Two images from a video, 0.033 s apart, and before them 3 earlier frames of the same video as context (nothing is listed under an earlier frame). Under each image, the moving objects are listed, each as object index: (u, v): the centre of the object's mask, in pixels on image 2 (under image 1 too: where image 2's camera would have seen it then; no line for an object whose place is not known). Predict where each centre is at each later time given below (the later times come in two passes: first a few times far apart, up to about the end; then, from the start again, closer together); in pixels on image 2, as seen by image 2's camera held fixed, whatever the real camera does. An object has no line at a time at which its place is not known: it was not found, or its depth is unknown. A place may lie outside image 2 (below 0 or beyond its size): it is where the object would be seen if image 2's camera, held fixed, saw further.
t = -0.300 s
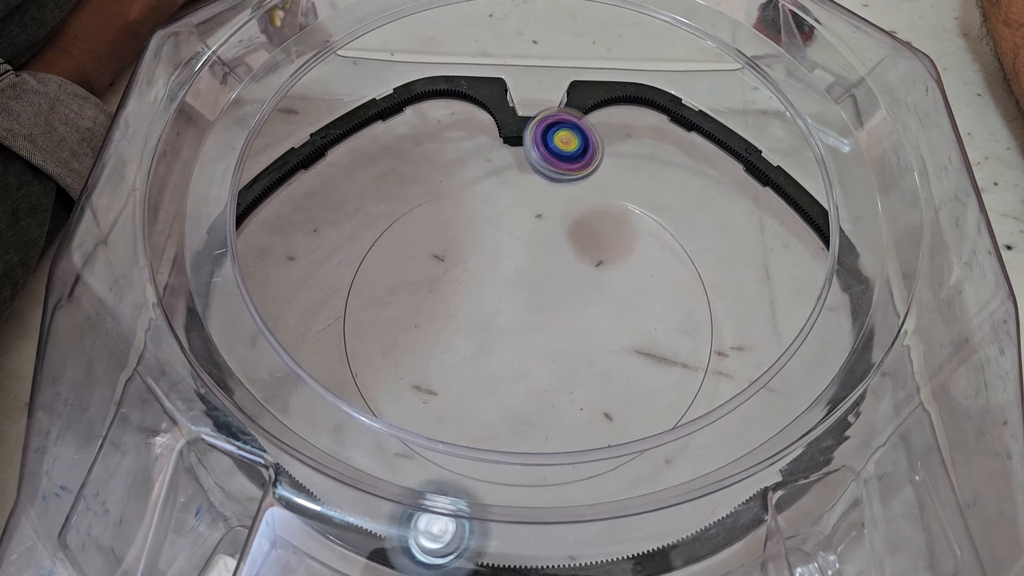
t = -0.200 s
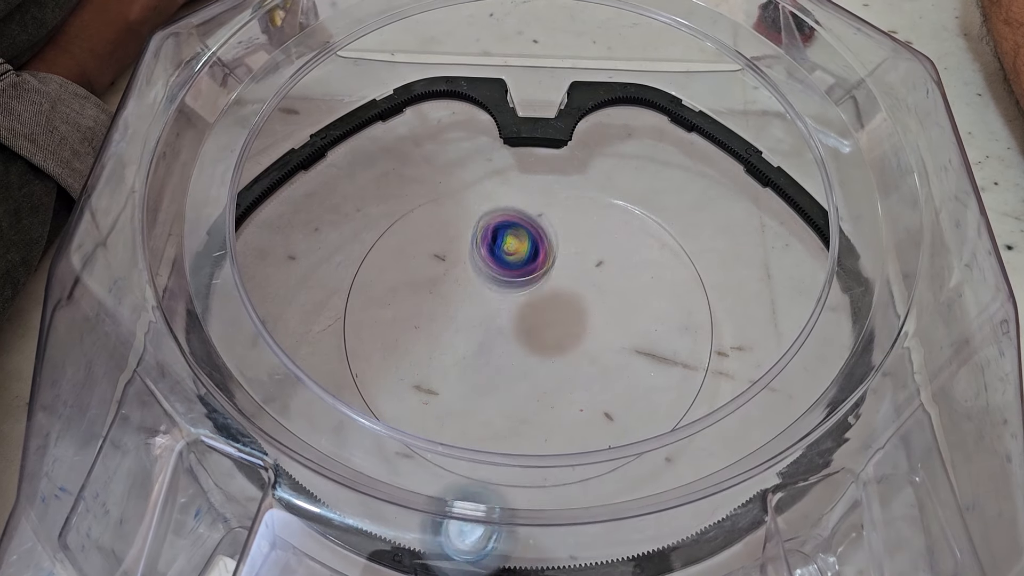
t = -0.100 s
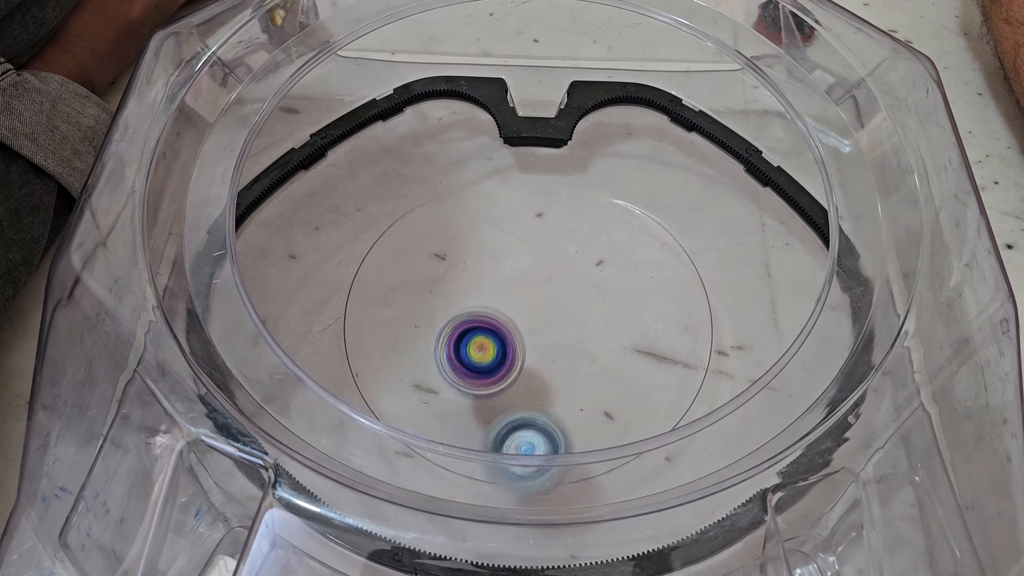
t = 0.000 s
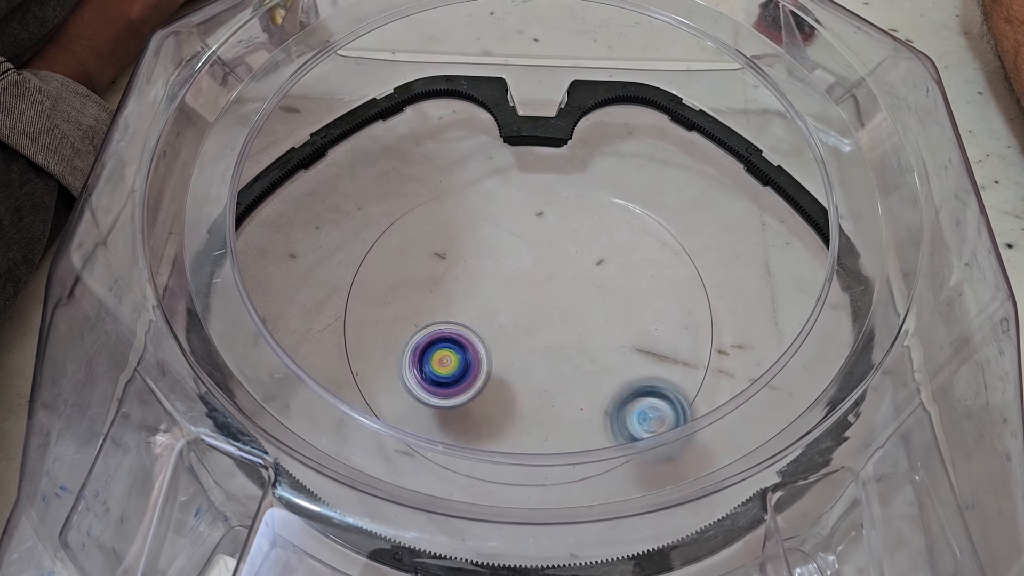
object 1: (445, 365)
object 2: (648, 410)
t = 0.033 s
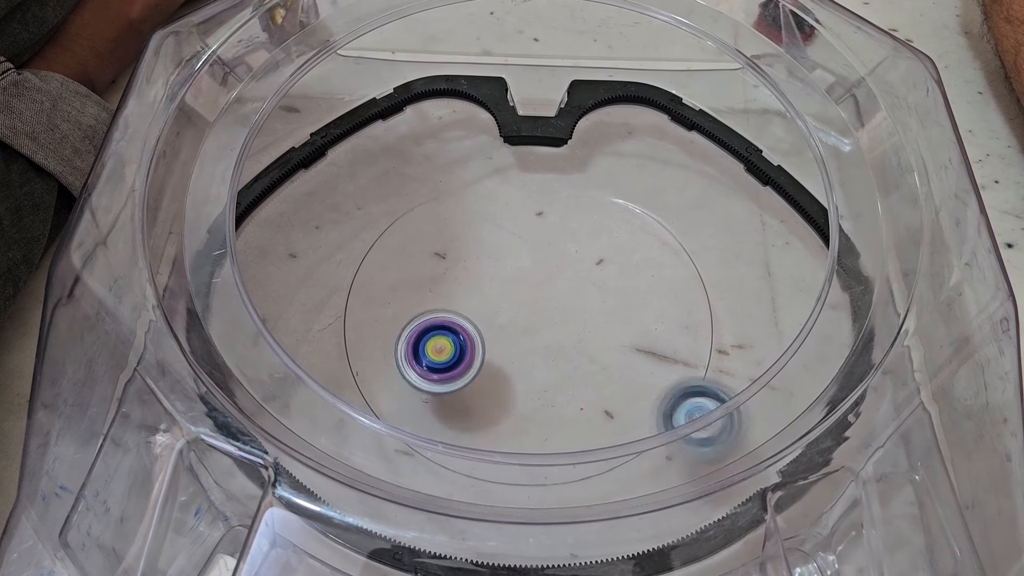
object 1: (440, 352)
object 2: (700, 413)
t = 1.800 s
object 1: (241, 298)
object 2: (356, 266)
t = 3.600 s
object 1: (677, 276)
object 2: (636, 131)
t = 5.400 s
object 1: (688, 176)
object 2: (513, 330)
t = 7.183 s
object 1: (610, 290)
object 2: (526, 387)
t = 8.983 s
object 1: (566, 218)
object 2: (609, 339)
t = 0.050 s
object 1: (440, 346)
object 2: (728, 416)
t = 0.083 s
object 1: (444, 335)
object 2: (773, 417)
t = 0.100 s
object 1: (449, 329)
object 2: (802, 422)
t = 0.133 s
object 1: (460, 320)
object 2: (811, 369)
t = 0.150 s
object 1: (468, 317)
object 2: (808, 337)
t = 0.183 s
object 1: (487, 311)
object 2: (802, 299)
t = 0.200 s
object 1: (498, 310)
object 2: (796, 275)
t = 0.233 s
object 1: (521, 308)
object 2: (797, 233)
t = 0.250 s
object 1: (534, 306)
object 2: (795, 217)
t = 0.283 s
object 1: (558, 300)
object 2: (775, 181)
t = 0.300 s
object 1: (566, 295)
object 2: (739, 168)
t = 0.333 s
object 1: (583, 287)
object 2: (671, 146)
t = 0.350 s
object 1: (592, 282)
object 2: (639, 135)
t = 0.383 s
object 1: (604, 269)
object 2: (579, 116)
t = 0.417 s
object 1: (614, 258)
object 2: (580, 139)
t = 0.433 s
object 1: (617, 250)
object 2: (585, 161)
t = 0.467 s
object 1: (630, 284)
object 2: (582, 166)
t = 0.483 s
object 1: (640, 315)
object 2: (575, 158)
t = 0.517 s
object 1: (658, 365)
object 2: (562, 152)
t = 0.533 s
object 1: (664, 389)
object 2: (554, 150)
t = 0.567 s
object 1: (674, 426)
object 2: (536, 144)
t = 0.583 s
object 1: (674, 442)
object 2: (527, 145)
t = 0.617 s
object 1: (677, 485)
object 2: (507, 157)
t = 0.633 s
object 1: (681, 496)
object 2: (496, 160)
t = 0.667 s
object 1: (680, 491)
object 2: (469, 167)
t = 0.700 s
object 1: (667, 466)
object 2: (442, 185)
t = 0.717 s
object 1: (659, 460)
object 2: (426, 190)
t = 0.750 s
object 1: (651, 448)
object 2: (393, 208)
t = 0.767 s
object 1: (645, 433)
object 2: (382, 217)
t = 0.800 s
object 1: (633, 412)
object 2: (364, 240)
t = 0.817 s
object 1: (628, 410)
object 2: (359, 255)
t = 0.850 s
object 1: (618, 404)
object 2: (351, 287)
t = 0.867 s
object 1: (612, 399)
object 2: (351, 302)
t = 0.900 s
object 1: (598, 389)
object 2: (355, 336)
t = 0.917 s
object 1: (593, 383)
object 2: (361, 351)
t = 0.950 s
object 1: (580, 373)
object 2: (381, 381)
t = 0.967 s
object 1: (574, 368)
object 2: (395, 390)
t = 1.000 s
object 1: (560, 361)
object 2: (427, 409)
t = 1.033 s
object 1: (546, 354)
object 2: (462, 422)
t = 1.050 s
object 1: (539, 353)
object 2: (481, 427)
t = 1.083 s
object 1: (525, 349)
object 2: (523, 433)
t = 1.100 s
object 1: (520, 349)
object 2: (545, 431)
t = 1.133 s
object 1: (507, 349)
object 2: (588, 427)
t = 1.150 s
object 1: (501, 351)
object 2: (607, 423)
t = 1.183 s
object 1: (488, 354)
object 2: (640, 408)
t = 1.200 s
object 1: (481, 356)
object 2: (655, 400)
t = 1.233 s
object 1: (465, 363)
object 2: (682, 376)
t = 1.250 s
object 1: (456, 366)
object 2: (692, 361)
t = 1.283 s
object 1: (439, 374)
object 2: (706, 331)
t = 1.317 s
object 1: (422, 383)
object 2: (711, 299)
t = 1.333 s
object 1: (413, 387)
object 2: (710, 283)
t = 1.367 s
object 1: (397, 390)
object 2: (698, 253)
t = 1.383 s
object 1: (393, 389)
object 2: (691, 238)
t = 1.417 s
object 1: (392, 389)
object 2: (670, 214)
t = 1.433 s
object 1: (392, 389)
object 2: (659, 201)
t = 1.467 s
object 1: (389, 389)
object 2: (630, 184)
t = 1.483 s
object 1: (387, 387)
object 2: (613, 177)
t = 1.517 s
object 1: (382, 386)
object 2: (579, 164)
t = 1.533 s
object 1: (376, 382)
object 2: (562, 159)
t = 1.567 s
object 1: (367, 379)
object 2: (531, 155)
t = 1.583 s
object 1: (360, 376)
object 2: (515, 155)
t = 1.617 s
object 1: (345, 368)
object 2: (482, 160)
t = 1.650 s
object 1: (330, 358)
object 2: (454, 167)
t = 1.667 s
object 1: (314, 357)
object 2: (440, 174)
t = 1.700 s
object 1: (296, 344)
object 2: (413, 191)
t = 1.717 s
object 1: (288, 337)
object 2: (399, 202)
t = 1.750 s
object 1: (271, 322)
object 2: (377, 225)
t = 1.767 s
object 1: (262, 315)
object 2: (369, 237)
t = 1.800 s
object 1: (241, 298)
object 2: (356, 266)
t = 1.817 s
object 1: (233, 290)
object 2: (353, 281)
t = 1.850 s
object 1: (221, 274)
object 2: (352, 312)
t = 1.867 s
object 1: (224, 273)
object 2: (353, 327)
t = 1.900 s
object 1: (265, 272)
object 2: (365, 359)
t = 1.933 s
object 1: (275, 272)
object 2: (387, 386)
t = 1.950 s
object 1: (282, 271)
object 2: (401, 395)
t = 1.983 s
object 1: (299, 267)
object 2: (430, 421)
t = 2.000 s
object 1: (305, 264)
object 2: (448, 431)
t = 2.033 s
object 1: (318, 256)
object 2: (486, 443)
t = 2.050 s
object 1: (322, 252)
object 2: (506, 447)
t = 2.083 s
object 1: (331, 242)
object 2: (548, 449)
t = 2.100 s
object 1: (334, 236)
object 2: (568, 447)
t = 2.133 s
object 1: (339, 222)
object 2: (607, 439)
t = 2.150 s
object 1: (343, 215)
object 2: (626, 430)
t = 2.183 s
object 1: (348, 200)
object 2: (654, 405)
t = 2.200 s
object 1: (350, 192)
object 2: (669, 396)
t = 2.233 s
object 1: (358, 176)
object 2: (693, 371)
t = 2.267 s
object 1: (365, 160)
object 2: (706, 341)
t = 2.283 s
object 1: (369, 152)
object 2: (710, 325)
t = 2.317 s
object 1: (377, 136)
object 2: (710, 294)
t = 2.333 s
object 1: (379, 130)
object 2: (707, 279)
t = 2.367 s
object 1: (387, 115)
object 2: (697, 250)
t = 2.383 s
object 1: (389, 109)
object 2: (690, 237)
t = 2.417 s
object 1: (396, 96)
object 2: (671, 213)
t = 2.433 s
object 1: (399, 91)
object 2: (660, 203)
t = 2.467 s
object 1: (408, 87)
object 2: (633, 185)
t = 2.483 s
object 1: (410, 91)
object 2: (618, 178)
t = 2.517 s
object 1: (416, 98)
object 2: (585, 166)
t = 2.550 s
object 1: (423, 102)
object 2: (554, 158)
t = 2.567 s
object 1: (426, 103)
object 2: (537, 156)
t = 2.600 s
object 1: (432, 104)
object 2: (505, 157)
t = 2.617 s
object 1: (435, 105)
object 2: (489, 160)
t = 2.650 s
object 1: (431, 81)
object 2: (470, 191)
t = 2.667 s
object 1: (426, 76)
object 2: (463, 215)
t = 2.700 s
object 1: (424, 97)
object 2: (448, 257)
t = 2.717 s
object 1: (424, 111)
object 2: (442, 277)
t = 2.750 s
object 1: (422, 126)
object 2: (434, 313)
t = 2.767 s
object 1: (422, 137)
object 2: (435, 331)
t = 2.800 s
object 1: (424, 153)
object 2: (438, 362)
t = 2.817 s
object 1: (426, 161)
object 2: (442, 377)
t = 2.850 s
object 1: (429, 171)
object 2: (455, 403)
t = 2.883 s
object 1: (434, 187)
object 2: (476, 420)
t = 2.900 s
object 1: (437, 193)
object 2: (486, 436)
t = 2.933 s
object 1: (444, 205)
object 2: (513, 453)
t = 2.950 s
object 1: (449, 209)
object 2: (527, 453)
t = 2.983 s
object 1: (462, 219)
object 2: (555, 464)
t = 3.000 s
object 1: (467, 222)
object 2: (568, 467)
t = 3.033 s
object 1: (482, 229)
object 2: (592, 472)
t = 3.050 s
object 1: (487, 232)
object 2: (604, 480)
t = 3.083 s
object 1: (503, 236)
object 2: (628, 497)
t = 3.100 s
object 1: (512, 238)
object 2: (637, 504)
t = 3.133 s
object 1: (528, 241)
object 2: (661, 517)
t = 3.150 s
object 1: (537, 241)
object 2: (682, 500)
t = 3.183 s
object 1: (557, 242)
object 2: (720, 442)
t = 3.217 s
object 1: (574, 244)
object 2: (758, 395)
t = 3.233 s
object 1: (583, 246)
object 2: (769, 368)
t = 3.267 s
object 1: (597, 247)
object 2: (793, 326)
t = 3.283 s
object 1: (603, 248)
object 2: (803, 306)
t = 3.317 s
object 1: (616, 247)
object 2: (816, 271)
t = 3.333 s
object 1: (622, 248)
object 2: (818, 255)
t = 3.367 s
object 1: (634, 248)
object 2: (821, 228)
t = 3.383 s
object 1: (641, 248)
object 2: (819, 217)
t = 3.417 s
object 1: (652, 252)
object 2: (794, 196)
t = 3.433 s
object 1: (655, 254)
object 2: (781, 187)
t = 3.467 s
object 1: (663, 257)
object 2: (745, 172)
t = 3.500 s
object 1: (669, 263)
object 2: (717, 159)
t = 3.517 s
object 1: (671, 265)
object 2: (703, 154)
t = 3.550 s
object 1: (675, 269)
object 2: (676, 144)
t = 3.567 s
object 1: (676, 271)
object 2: (662, 140)
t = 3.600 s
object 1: (677, 276)
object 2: (636, 131)
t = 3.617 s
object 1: (677, 279)
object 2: (622, 126)
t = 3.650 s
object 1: (676, 286)
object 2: (595, 120)
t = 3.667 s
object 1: (676, 291)
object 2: (582, 119)
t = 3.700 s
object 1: (672, 301)
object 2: (561, 137)
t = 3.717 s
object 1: (670, 305)
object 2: (548, 152)
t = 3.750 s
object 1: (666, 314)
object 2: (527, 173)
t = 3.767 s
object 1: (661, 318)
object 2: (515, 186)
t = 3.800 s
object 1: (655, 327)
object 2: (492, 212)
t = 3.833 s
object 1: (648, 336)
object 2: (469, 233)
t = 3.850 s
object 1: (643, 341)
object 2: (458, 242)
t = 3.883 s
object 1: (634, 349)
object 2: (436, 258)
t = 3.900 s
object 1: (629, 354)
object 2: (425, 266)
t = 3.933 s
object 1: (618, 363)
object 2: (409, 282)
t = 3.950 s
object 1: (614, 367)
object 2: (403, 290)
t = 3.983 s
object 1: (603, 375)
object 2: (397, 309)
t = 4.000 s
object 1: (599, 378)
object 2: (396, 318)
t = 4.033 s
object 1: (590, 385)
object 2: (399, 337)
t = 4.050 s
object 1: (584, 388)
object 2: (402, 346)
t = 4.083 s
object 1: (574, 393)
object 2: (415, 364)
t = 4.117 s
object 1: (565, 397)
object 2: (433, 377)
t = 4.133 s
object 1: (559, 399)
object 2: (443, 383)
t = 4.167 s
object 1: (558, 405)
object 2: (461, 388)
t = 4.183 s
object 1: (573, 410)
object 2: (460, 385)
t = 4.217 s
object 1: (598, 413)
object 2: (465, 380)
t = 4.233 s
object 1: (610, 412)
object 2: (469, 376)
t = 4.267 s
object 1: (630, 409)
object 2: (478, 367)
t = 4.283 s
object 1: (638, 407)
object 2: (482, 362)
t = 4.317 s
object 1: (652, 399)
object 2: (489, 348)
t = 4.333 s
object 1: (659, 394)
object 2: (491, 342)
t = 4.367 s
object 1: (667, 382)
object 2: (494, 326)
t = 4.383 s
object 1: (668, 373)
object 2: (494, 319)
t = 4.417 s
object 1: (669, 357)
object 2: (492, 303)
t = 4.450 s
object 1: (664, 340)
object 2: (487, 288)
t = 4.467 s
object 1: (660, 331)
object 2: (484, 280)
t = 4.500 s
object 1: (649, 314)
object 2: (475, 266)
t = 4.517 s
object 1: (642, 306)
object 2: (470, 260)
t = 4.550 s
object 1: (626, 291)
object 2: (458, 249)
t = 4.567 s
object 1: (617, 285)
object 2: (452, 245)
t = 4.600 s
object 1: (598, 274)
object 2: (437, 238)
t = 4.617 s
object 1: (589, 268)
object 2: (432, 238)
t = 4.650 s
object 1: (570, 260)
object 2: (421, 238)
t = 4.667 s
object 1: (559, 256)
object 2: (416, 240)
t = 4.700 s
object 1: (541, 252)
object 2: (409, 245)
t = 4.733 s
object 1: (525, 250)
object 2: (408, 253)
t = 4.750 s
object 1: (517, 250)
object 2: (408, 259)
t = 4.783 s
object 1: (503, 250)
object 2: (414, 269)
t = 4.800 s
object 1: (497, 250)
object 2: (417, 274)
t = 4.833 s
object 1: (508, 244)
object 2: (416, 283)
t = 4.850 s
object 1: (518, 243)
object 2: (414, 289)
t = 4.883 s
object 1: (539, 248)
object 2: (416, 297)
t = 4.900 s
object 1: (546, 246)
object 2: (420, 301)
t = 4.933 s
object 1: (560, 252)
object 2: (433, 308)
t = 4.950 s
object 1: (566, 252)
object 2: (443, 311)
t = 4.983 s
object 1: (577, 253)
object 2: (464, 314)
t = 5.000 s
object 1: (582, 254)
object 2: (475, 316)
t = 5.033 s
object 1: (588, 253)
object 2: (497, 313)
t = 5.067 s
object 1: (590, 250)
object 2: (517, 307)
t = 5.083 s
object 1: (591, 247)
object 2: (526, 303)
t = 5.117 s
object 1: (616, 226)
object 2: (526, 304)
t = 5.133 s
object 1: (640, 210)
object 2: (519, 309)
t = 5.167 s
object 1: (674, 183)
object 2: (509, 314)
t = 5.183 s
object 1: (689, 175)
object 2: (507, 316)
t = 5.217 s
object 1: (716, 160)
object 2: (503, 321)
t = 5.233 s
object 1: (730, 150)
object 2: (502, 322)
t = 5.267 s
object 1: (741, 147)
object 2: (502, 326)
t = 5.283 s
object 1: (735, 147)
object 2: (503, 328)
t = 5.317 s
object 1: (723, 153)
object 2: (504, 330)
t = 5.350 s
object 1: (708, 170)
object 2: (507, 331)
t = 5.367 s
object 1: (699, 180)
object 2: (509, 331)
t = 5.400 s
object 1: (688, 176)
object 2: (513, 330)
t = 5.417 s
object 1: (684, 178)
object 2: (515, 330)
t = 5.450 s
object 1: (670, 191)
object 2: (518, 327)
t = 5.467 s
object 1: (664, 195)
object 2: (520, 326)
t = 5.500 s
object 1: (660, 199)
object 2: (524, 322)
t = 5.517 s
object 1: (659, 205)
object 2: (525, 319)
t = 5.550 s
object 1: (661, 208)
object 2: (525, 314)
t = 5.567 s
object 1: (662, 211)
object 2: (526, 311)
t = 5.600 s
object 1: (664, 224)
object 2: (525, 306)
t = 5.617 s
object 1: (664, 226)
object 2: (525, 303)
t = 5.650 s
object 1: (660, 239)
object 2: (524, 298)
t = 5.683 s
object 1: (654, 247)
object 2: (521, 293)
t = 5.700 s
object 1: (650, 252)
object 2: (519, 292)
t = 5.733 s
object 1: (639, 264)
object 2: (516, 288)
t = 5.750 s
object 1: (633, 271)
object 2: (514, 286)
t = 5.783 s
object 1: (622, 283)
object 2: (509, 283)
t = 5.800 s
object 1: (616, 287)
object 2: (508, 281)
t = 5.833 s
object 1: (604, 297)
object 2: (504, 279)
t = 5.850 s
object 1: (596, 303)
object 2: (502, 278)
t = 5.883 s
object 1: (582, 311)
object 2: (498, 278)
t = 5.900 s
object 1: (576, 314)
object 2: (497, 279)
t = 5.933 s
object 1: (562, 325)
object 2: (493, 280)
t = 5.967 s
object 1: (572, 362)
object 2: (472, 254)
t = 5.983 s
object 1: (577, 376)
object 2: (460, 239)
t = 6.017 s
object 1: (584, 411)
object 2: (439, 215)
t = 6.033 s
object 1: (587, 435)
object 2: (428, 204)
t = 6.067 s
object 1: (595, 467)
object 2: (414, 191)
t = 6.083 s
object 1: (594, 473)
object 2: (411, 188)
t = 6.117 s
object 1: (592, 501)
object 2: (406, 187)
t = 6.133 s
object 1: (595, 523)
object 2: (402, 184)
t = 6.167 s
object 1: (596, 525)
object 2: (396, 177)
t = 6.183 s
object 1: (598, 522)
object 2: (395, 174)
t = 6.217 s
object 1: (608, 495)
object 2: (392, 162)
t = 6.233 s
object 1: (606, 481)
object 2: (392, 155)
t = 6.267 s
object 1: (606, 466)
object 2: (393, 140)
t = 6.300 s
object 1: (602, 449)
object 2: (394, 127)
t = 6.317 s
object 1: (604, 442)
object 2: (395, 122)
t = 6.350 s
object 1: (602, 418)
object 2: (398, 109)
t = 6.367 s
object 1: (603, 413)
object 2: (400, 104)
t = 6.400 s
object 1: (607, 401)
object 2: (404, 92)
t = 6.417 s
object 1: (608, 394)
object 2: (407, 88)
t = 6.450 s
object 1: (611, 381)
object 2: (411, 103)
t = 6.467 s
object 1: (612, 376)
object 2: (415, 115)
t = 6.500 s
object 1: (615, 366)
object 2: (418, 132)
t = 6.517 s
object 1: (616, 361)
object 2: (421, 146)
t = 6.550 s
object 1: (620, 351)
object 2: (426, 163)
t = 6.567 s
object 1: (620, 345)
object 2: (429, 173)
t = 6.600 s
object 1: (623, 338)
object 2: (438, 189)
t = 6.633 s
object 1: (623, 329)
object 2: (449, 205)
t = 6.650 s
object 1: (624, 327)
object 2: (455, 213)
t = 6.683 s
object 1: (623, 319)
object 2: (467, 224)
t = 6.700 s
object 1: (623, 318)
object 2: (474, 231)
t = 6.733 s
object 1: (622, 309)
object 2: (487, 242)
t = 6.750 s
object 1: (622, 308)
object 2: (493, 249)
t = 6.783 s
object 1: (622, 300)
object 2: (505, 261)
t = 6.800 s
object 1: (621, 299)
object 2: (512, 266)
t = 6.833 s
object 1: (622, 290)
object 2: (524, 278)
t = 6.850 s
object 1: (622, 291)
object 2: (529, 285)
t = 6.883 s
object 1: (623, 284)
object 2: (540, 297)
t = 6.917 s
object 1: (625, 283)
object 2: (550, 309)
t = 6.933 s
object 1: (630, 282)
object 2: (548, 315)
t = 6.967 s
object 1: (640, 281)
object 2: (543, 326)
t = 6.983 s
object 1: (643, 281)
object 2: (542, 331)
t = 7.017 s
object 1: (649, 284)
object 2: (540, 340)
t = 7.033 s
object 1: (650, 285)
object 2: (540, 344)
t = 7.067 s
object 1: (649, 288)
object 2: (538, 353)
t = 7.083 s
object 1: (647, 288)
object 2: (538, 357)
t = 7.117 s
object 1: (638, 290)
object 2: (535, 367)
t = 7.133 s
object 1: (631, 291)
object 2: (533, 372)
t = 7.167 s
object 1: (618, 291)
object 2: (529, 382)
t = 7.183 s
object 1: (610, 290)
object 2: (526, 387)
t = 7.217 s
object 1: (597, 288)
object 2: (519, 397)
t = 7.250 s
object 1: (583, 286)
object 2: (512, 407)
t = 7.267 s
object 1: (580, 285)
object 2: (508, 412)
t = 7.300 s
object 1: (568, 282)
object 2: (499, 419)
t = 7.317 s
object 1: (564, 280)
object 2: (495, 422)
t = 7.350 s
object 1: (555, 277)
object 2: (486, 425)
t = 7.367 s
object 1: (550, 274)
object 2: (480, 434)
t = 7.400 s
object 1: (541, 268)
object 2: (474, 436)
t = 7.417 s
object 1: (537, 265)
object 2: (476, 426)
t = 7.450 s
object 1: (530, 259)
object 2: (476, 423)
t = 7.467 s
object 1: (526, 256)
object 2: (479, 421)
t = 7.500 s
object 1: (521, 250)
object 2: (479, 416)
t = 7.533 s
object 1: (514, 241)
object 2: (477, 409)
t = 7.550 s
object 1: (512, 239)
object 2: (475, 404)
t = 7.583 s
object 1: (505, 230)
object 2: (469, 392)
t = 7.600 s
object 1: (505, 228)
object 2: (465, 385)
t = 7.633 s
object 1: (499, 220)
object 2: (458, 372)
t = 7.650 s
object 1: (499, 216)
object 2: (456, 364)
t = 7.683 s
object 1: (494, 210)
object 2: (450, 351)
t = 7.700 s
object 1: (493, 207)
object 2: (449, 345)
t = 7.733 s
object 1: (490, 202)
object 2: (445, 330)
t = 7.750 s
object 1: (488, 200)
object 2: (443, 324)
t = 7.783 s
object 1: (486, 197)
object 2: (441, 311)
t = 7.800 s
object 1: (484, 196)
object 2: (440, 304)
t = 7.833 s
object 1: (484, 197)
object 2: (439, 291)
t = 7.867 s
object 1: (483, 199)
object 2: (439, 278)
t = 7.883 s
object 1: (486, 203)
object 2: (439, 271)
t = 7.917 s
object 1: (503, 196)
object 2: (426, 270)
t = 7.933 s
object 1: (520, 187)
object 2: (416, 273)
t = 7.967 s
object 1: (545, 178)
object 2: (402, 276)
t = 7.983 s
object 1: (555, 176)
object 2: (398, 277)
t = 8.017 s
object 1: (571, 175)
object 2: (393, 278)
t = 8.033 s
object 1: (578, 175)
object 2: (392, 278)
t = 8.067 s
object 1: (587, 181)
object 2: (390, 279)
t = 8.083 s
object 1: (587, 185)
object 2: (392, 281)
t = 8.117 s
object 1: (589, 186)
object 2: (398, 283)
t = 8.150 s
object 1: (590, 191)
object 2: (406, 286)
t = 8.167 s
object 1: (591, 190)
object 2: (411, 288)
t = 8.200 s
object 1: (591, 196)
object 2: (424, 289)
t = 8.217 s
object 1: (591, 200)
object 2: (430, 290)
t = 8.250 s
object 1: (591, 206)
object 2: (447, 289)
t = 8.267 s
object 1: (590, 211)
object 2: (453, 288)
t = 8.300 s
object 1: (588, 220)
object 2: (470, 288)
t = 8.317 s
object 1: (584, 227)
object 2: (476, 287)
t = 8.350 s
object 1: (578, 238)
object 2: (491, 286)
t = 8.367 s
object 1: (574, 241)
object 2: (496, 285)
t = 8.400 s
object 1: (569, 245)
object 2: (502, 287)
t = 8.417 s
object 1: (571, 243)
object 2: (501, 292)
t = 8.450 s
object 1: (575, 243)
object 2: (503, 298)
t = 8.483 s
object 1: (576, 245)
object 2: (508, 307)
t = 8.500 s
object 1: (576, 245)
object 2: (512, 310)
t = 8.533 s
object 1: (574, 251)
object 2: (519, 318)
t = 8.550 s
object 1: (575, 252)
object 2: (524, 321)
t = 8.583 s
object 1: (571, 254)
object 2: (532, 327)
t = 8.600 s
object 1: (570, 257)
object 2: (536, 330)
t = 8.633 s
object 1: (569, 259)
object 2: (547, 335)
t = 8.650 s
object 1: (566, 259)
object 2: (552, 336)
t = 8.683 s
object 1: (563, 263)
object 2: (564, 339)
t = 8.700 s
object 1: (560, 264)
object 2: (570, 339)
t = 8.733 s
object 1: (555, 262)
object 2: (578, 339)
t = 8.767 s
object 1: (554, 262)
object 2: (586, 337)
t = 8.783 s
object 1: (554, 260)
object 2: (590, 335)
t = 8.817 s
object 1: (558, 259)
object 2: (595, 332)
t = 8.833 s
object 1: (559, 260)
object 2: (597, 330)
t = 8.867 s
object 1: (562, 258)
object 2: (601, 326)
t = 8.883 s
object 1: (566, 248)
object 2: (604, 329)
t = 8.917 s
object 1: (564, 234)
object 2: (608, 334)
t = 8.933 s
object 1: (564, 227)
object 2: (609, 335)
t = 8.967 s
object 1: (567, 219)
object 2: (609, 338)
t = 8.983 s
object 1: (566, 218)
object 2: (609, 339)
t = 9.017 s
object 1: (565, 215)
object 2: (607, 340)
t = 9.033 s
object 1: (565, 212)
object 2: (605, 340)
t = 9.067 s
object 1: (563, 210)
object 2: (600, 341)
